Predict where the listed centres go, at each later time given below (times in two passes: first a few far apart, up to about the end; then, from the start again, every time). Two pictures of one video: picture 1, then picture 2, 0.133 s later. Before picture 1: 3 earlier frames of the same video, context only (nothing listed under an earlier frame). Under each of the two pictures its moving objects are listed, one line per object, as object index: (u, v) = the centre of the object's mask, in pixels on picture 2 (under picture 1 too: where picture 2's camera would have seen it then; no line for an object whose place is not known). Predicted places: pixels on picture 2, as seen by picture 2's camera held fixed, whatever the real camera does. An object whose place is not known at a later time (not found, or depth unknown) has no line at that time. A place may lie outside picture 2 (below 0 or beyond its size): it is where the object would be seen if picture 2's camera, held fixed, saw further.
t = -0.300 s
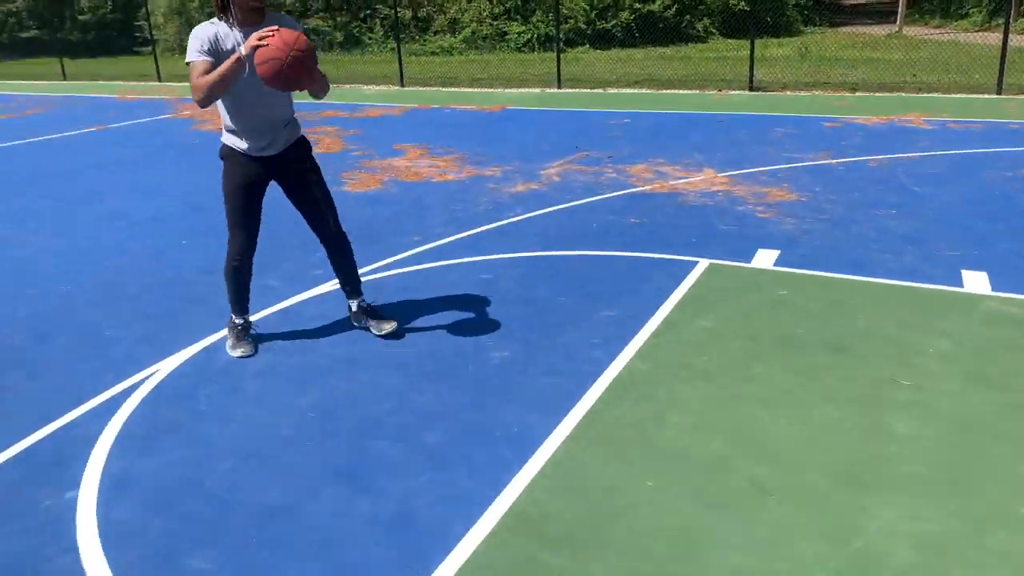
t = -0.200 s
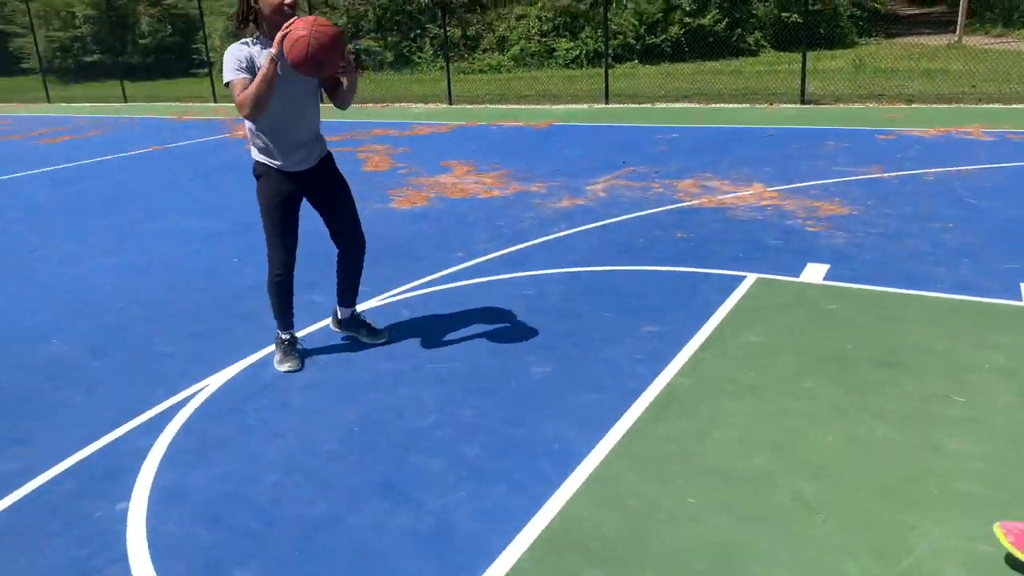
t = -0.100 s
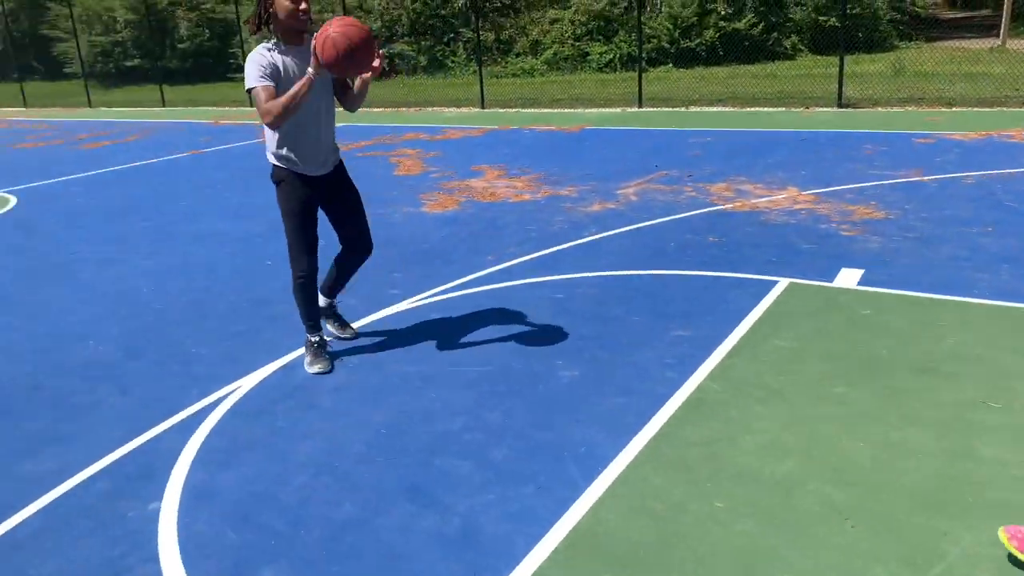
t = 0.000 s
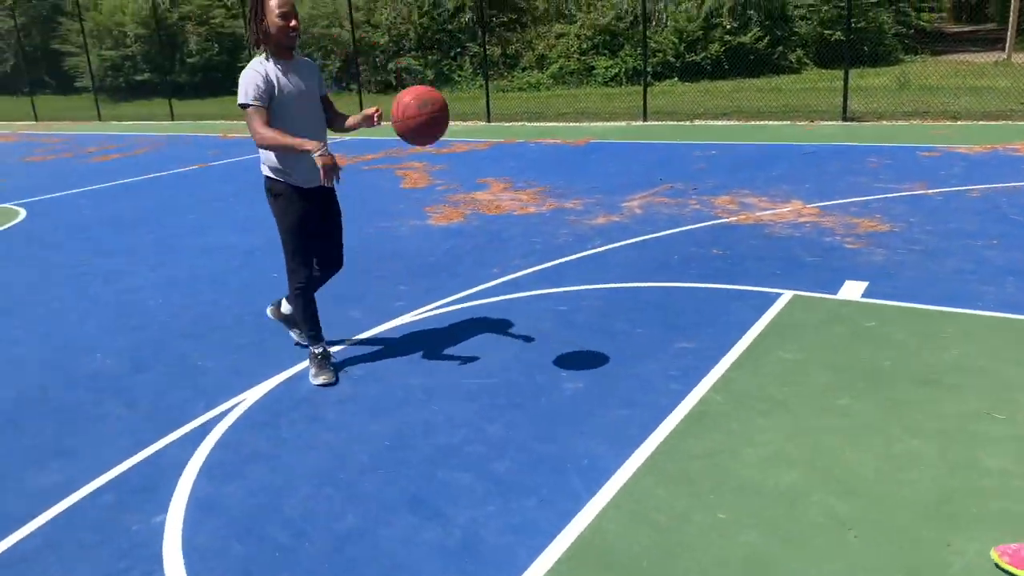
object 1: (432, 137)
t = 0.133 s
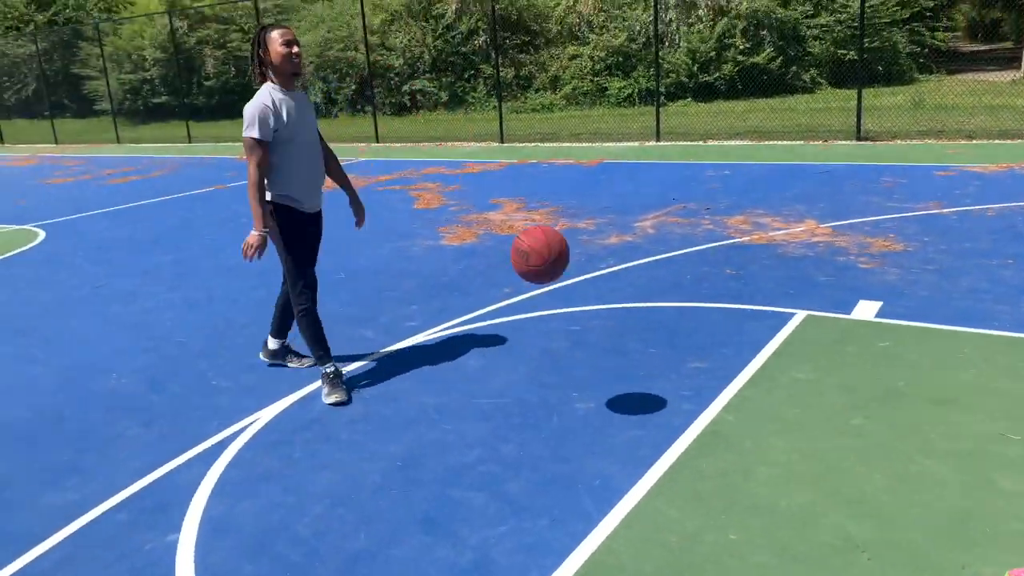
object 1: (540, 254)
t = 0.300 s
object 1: (661, 384)
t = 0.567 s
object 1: (737, 201)
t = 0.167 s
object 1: (568, 290)
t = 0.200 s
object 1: (596, 330)
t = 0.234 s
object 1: (625, 373)
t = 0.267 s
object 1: (653, 416)
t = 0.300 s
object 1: (661, 384)
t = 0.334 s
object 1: (669, 354)
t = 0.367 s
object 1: (677, 325)
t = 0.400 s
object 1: (686, 299)
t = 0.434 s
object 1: (695, 274)
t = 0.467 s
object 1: (705, 252)
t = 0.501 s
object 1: (716, 233)
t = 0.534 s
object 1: (728, 216)
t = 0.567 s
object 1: (737, 201)
